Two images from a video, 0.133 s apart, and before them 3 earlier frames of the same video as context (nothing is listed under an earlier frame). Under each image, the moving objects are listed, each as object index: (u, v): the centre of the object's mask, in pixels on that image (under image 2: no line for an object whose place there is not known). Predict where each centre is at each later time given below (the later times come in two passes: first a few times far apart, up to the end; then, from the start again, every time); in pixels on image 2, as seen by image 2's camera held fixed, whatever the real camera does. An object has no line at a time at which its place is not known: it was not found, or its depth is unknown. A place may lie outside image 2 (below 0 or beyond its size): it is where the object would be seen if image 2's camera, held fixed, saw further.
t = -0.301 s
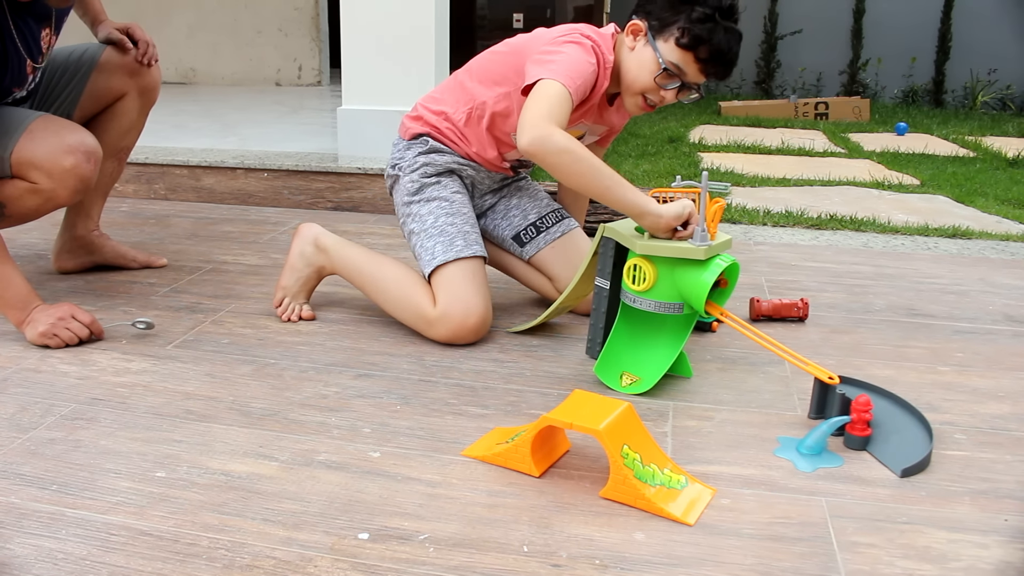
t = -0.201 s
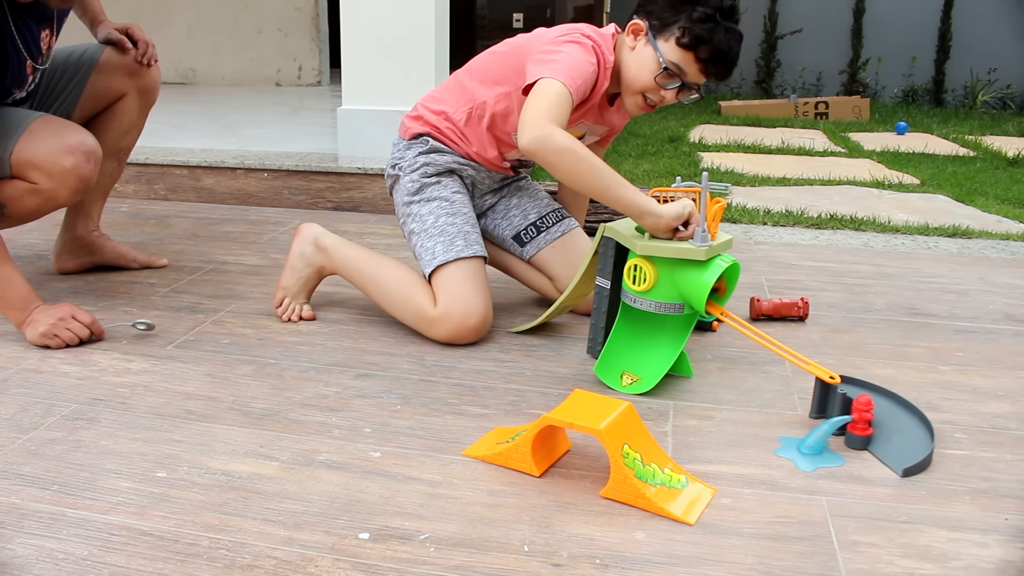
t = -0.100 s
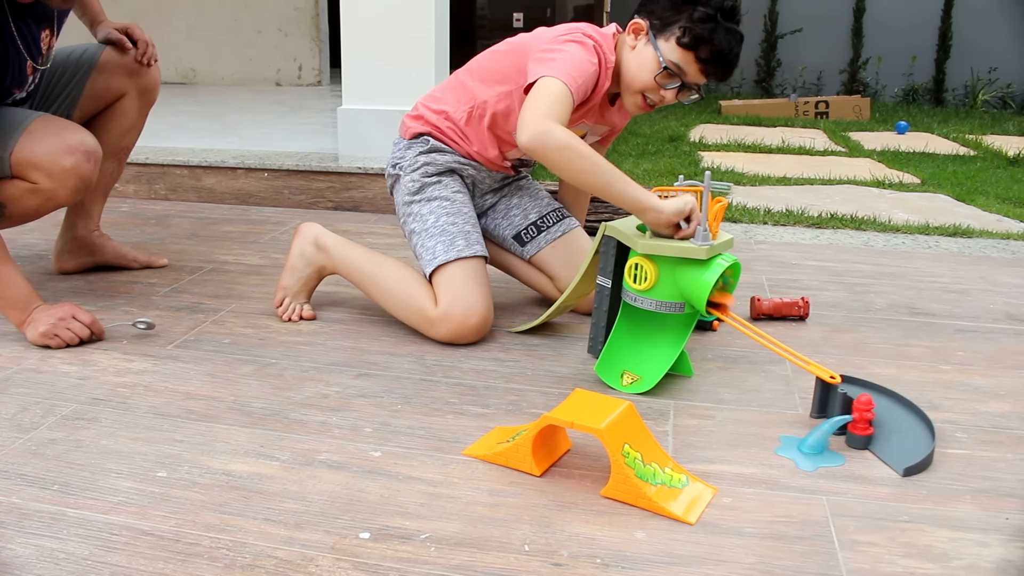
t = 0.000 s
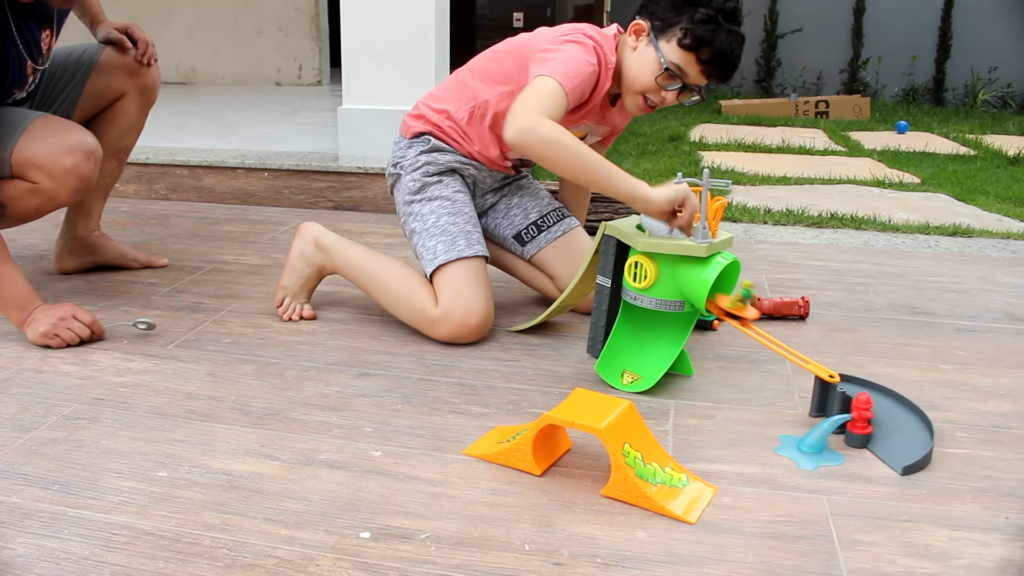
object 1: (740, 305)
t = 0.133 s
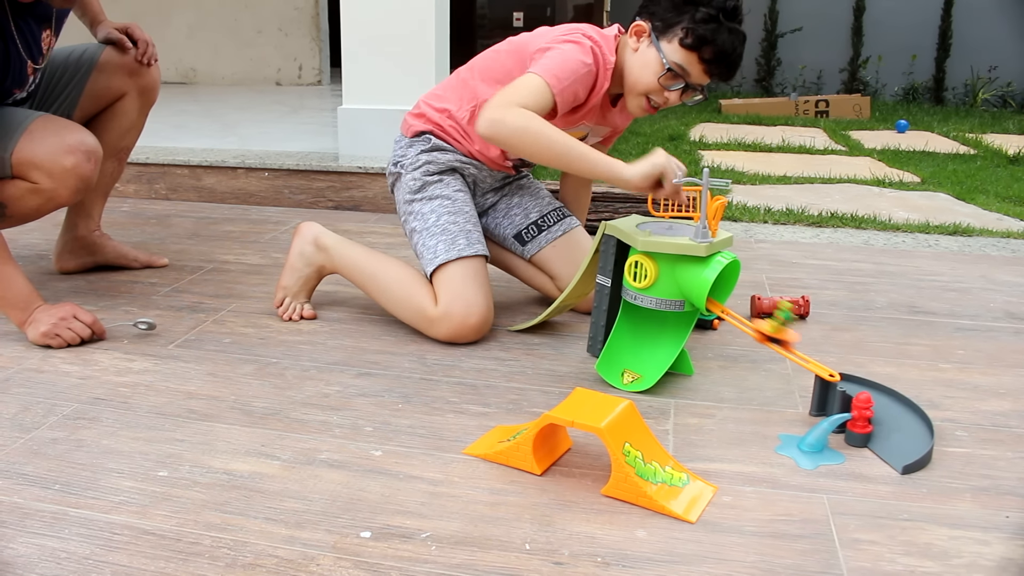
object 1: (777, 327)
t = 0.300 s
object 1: (837, 362)
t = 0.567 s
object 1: (921, 423)
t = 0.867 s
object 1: (852, 460)
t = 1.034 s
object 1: (810, 473)
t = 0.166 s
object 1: (790, 334)
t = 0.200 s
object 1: (802, 341)
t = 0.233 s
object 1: (815, 349)
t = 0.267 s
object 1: (828, 358)
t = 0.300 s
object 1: (837, 362)
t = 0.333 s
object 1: (850, 369)
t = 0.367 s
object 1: (863, 373)
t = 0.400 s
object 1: (876, 381)
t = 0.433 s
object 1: (891, 392)
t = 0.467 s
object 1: (903, 401)
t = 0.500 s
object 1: (914, 410)
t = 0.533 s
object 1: (920, 417)
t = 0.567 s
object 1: (921, 423)
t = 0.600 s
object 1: (919, 431)
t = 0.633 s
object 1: (914, 436)
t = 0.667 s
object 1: (908, 442)
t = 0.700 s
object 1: (899, 446)
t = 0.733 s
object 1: (887, 449)
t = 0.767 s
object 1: (877, 453)
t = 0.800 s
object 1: (867, 455)
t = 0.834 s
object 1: (859, 458)
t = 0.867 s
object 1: (852, 460)
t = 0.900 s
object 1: (843, 462)
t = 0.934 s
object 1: (835, 465)
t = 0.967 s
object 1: (827, 468)
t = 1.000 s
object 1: (818, 471)
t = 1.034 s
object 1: (810, 473)
